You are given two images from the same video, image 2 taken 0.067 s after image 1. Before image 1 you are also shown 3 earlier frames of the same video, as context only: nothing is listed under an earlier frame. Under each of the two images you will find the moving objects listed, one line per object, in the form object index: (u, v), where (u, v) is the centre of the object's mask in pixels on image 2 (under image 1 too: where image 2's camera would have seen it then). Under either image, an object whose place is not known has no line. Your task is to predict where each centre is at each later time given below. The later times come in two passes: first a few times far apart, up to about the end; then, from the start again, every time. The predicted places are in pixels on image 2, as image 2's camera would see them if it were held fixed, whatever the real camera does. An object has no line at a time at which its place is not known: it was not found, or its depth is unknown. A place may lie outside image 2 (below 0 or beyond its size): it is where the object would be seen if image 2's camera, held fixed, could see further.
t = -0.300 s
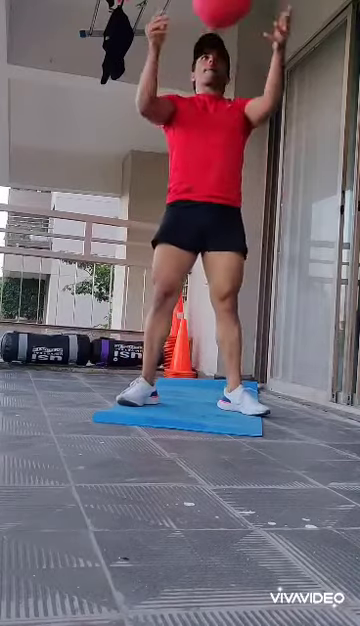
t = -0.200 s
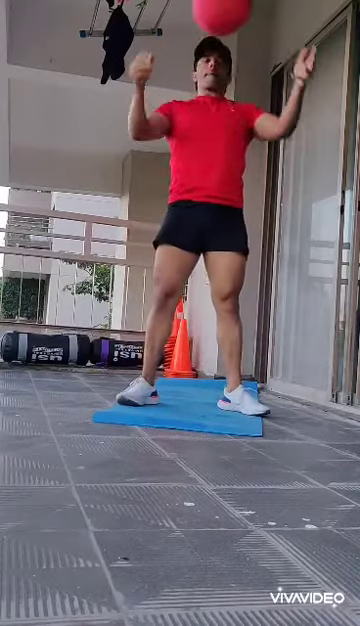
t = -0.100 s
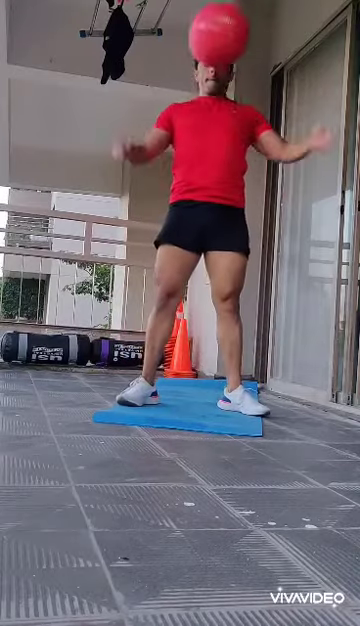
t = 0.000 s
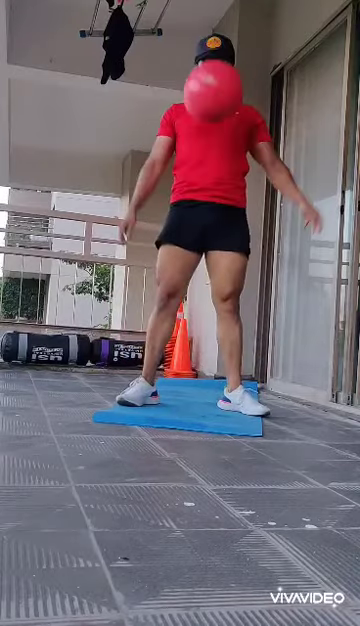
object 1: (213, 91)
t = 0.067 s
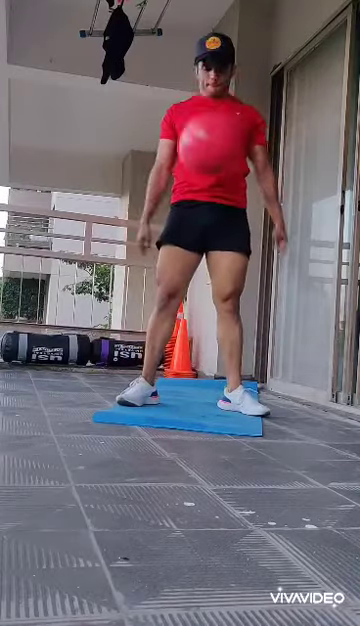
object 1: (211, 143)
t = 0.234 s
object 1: (193, 319)
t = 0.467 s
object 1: (194, 387)
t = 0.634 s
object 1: (196, 391)
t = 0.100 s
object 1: (203, 175)
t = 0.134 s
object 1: (203, 207)
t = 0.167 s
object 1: (201, 238)
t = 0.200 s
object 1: (196, 277)
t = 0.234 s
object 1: (193, 319)
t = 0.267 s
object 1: (190, 363)
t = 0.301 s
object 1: (190, 399)
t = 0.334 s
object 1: (192, 392)
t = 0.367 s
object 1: (193, 387)
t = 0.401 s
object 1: (194, 385)
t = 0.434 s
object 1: (194, 385)
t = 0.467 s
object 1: (194, 387)
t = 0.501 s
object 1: (195, 391)
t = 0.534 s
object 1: (195, 392)
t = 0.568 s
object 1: (195, 391)
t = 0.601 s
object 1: (195, 391)
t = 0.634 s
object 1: (196, 391)
